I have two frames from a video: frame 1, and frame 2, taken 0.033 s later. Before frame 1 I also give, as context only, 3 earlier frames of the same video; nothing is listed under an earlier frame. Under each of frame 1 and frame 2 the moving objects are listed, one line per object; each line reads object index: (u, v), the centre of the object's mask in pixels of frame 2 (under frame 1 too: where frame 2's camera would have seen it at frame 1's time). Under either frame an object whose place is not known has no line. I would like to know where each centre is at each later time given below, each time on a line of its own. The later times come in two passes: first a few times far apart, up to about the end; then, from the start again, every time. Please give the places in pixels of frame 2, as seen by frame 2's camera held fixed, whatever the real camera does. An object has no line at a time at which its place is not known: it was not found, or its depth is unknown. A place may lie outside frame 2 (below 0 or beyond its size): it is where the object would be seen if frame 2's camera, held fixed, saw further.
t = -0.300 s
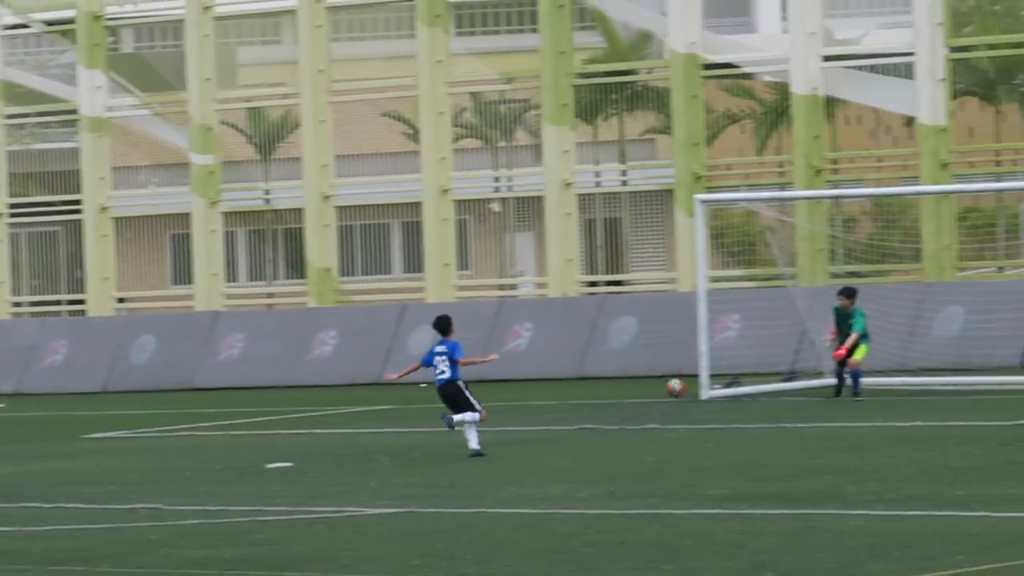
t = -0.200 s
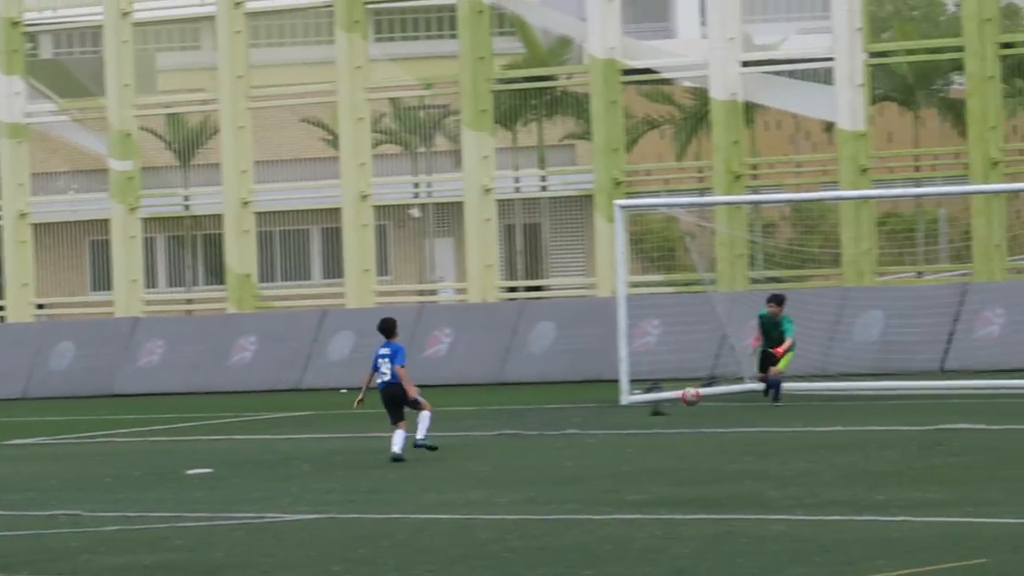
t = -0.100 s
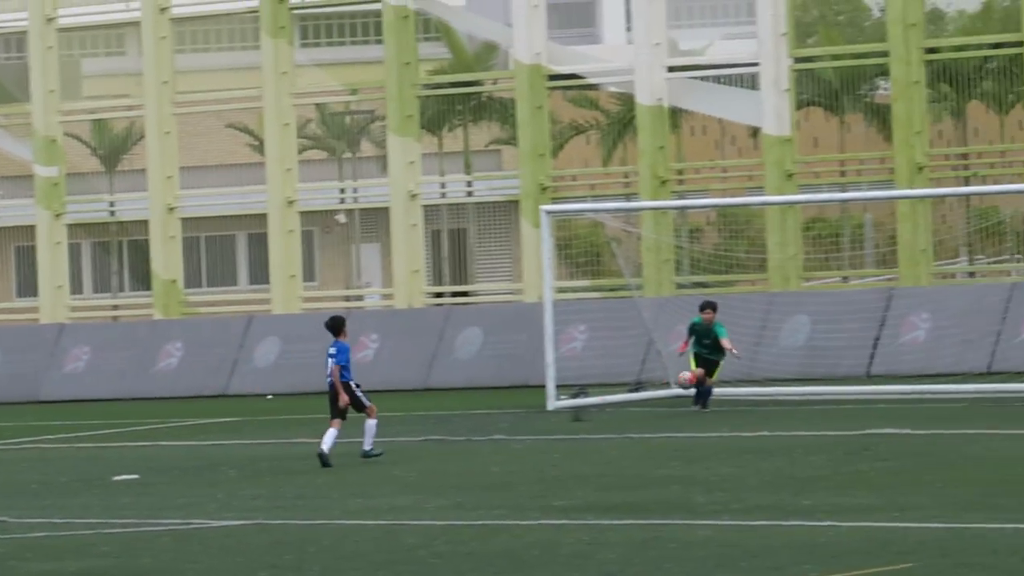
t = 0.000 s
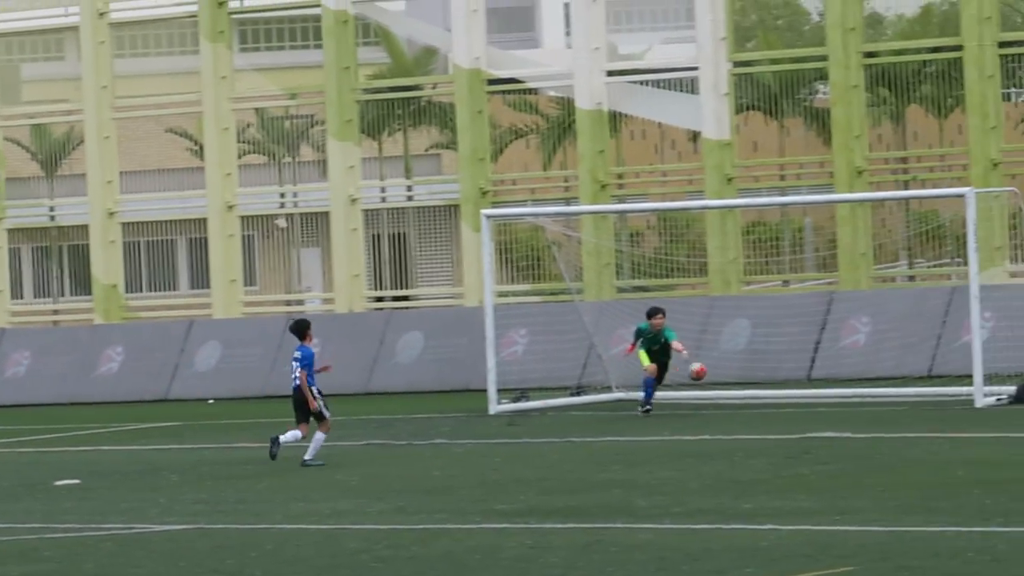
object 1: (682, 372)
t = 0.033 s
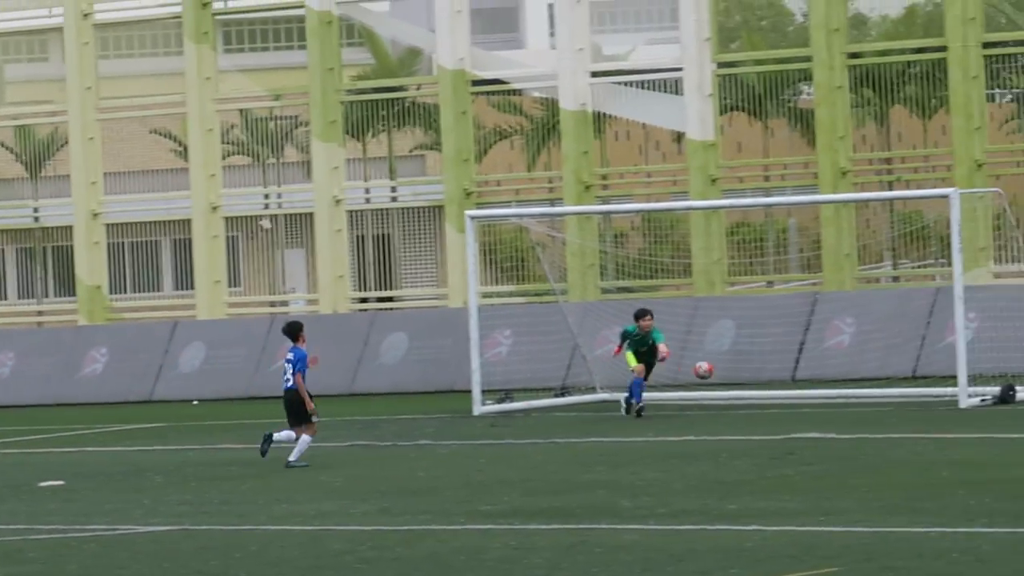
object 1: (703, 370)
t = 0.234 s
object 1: (839, 376)
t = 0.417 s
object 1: (952, 387)
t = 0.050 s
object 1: (715, 370)
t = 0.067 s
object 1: (726, 369)
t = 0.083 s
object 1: (737, 368)
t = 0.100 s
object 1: (749, 368)
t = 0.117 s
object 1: (760, 368)
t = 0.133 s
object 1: (771, 369)
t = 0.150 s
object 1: (783, 370)
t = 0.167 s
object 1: (793, 371)
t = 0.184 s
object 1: (805, 372)
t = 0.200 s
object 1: (816, 373)
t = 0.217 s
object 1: (827, 374)
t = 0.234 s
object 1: (839, 376)
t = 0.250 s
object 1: (849, 379)
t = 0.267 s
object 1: (861, 381)
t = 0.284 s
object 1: (873, 384)
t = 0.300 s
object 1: (884, 387)
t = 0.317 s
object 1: (895, 391)
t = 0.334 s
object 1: (907, 394)
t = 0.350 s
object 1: (916, 399)
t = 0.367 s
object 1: (926, 399)
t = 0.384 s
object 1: (936, 396)
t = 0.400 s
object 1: (943, 391)
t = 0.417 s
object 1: (952, 387)
